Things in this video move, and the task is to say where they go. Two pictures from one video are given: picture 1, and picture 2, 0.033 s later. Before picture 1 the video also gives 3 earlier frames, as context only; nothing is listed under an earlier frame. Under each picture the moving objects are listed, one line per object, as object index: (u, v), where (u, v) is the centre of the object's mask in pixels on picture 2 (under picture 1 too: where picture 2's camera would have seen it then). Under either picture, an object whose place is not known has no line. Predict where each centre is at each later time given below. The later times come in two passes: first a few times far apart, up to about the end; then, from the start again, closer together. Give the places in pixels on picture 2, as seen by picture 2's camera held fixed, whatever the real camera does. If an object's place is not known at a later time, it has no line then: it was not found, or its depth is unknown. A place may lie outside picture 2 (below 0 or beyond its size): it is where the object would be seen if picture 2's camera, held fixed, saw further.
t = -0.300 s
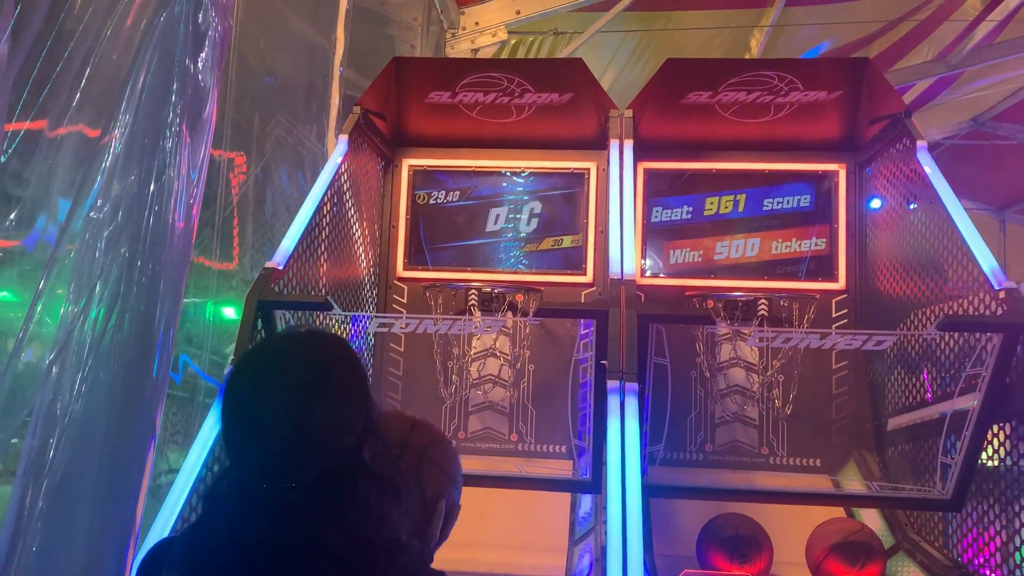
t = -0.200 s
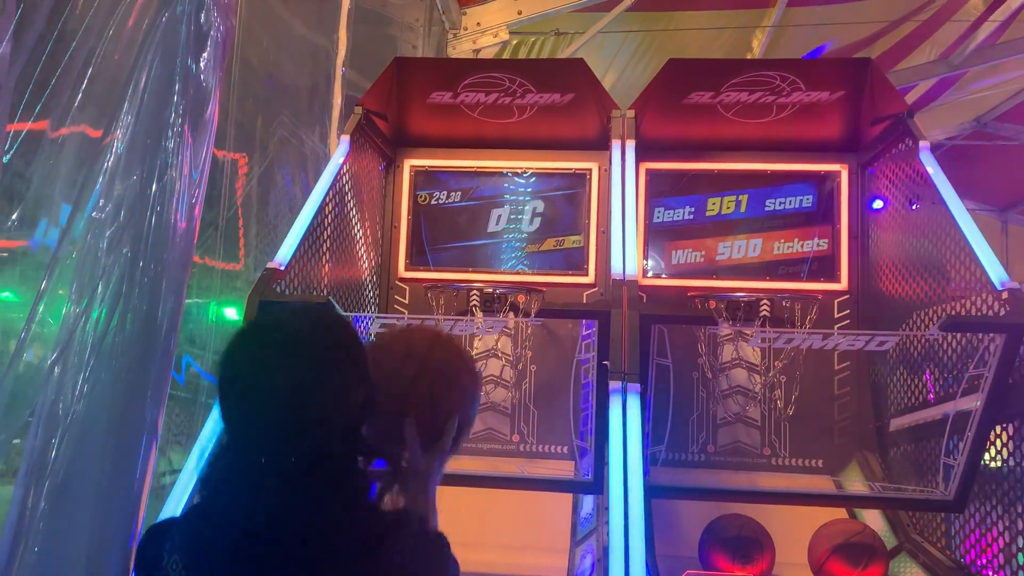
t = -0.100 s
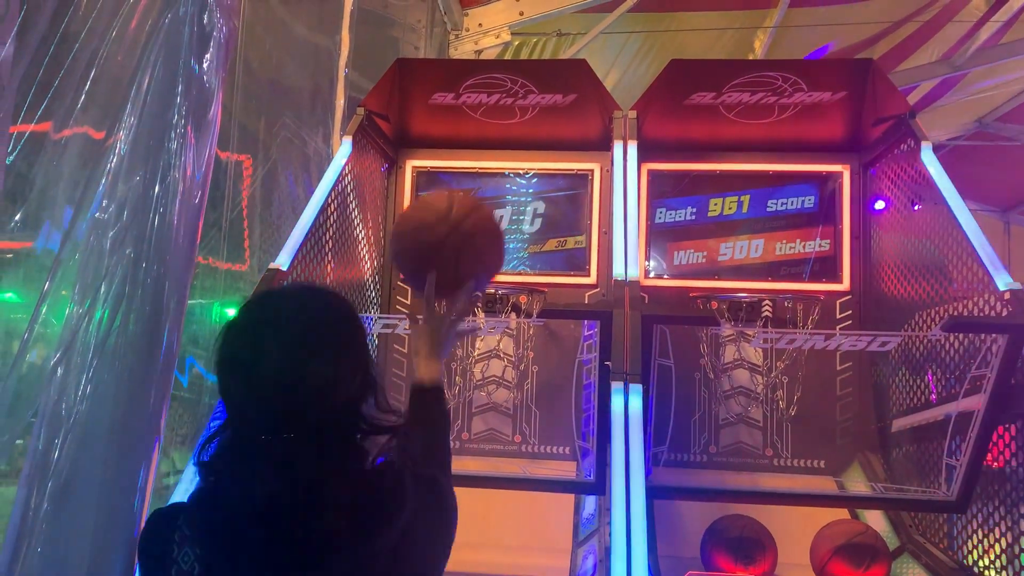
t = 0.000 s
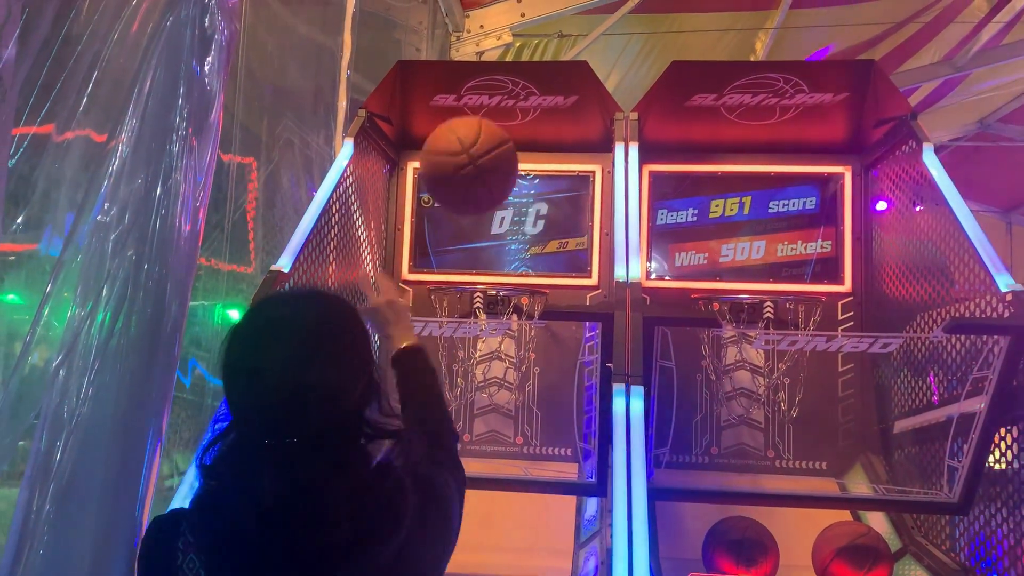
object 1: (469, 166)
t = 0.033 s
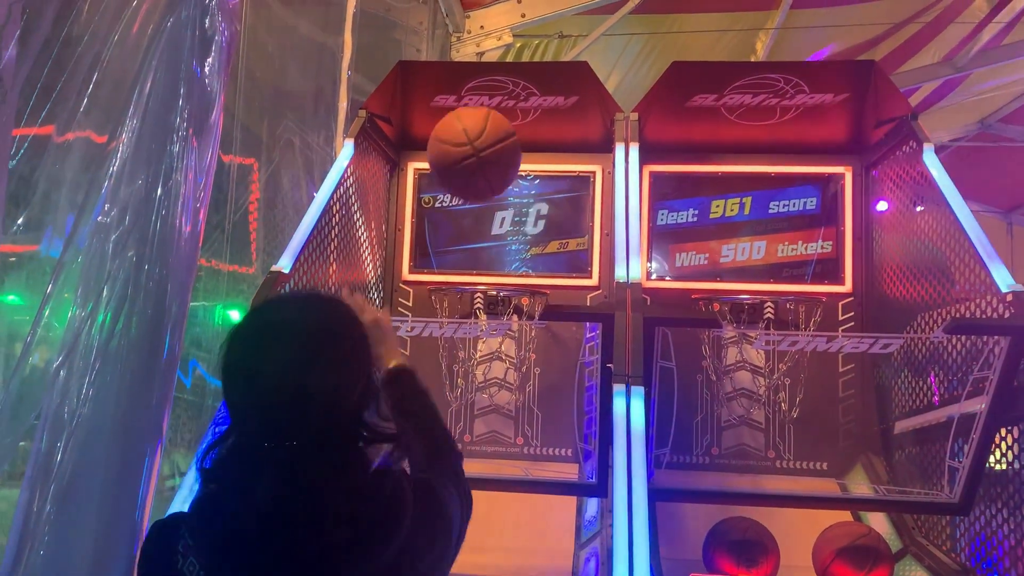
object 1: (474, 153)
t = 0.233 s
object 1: (493, 172)
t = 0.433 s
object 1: (505, 275)
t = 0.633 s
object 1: (534, 326)
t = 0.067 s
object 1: (478, 146)
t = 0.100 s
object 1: (482, 144)
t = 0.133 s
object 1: (485, 146)
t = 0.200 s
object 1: (491, 160)
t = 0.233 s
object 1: (493, 172)
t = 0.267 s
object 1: (495, 187)
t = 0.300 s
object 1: (497, 205)
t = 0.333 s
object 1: (499, 225)
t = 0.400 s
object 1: (501, 269)
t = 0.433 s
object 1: (505, 275)
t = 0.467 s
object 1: (510, 274)
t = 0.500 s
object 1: (514, 277)
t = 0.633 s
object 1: (534, 326)
